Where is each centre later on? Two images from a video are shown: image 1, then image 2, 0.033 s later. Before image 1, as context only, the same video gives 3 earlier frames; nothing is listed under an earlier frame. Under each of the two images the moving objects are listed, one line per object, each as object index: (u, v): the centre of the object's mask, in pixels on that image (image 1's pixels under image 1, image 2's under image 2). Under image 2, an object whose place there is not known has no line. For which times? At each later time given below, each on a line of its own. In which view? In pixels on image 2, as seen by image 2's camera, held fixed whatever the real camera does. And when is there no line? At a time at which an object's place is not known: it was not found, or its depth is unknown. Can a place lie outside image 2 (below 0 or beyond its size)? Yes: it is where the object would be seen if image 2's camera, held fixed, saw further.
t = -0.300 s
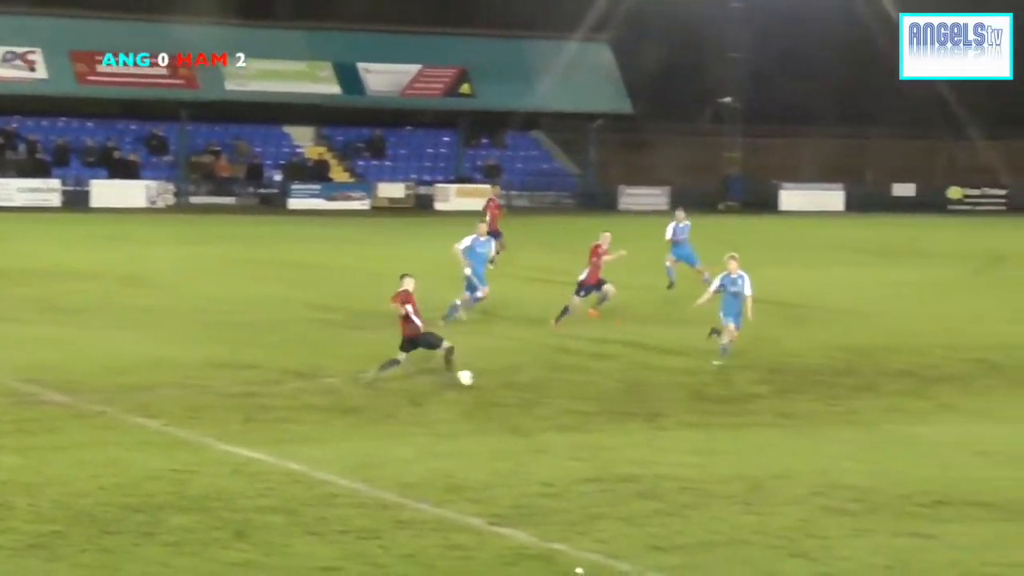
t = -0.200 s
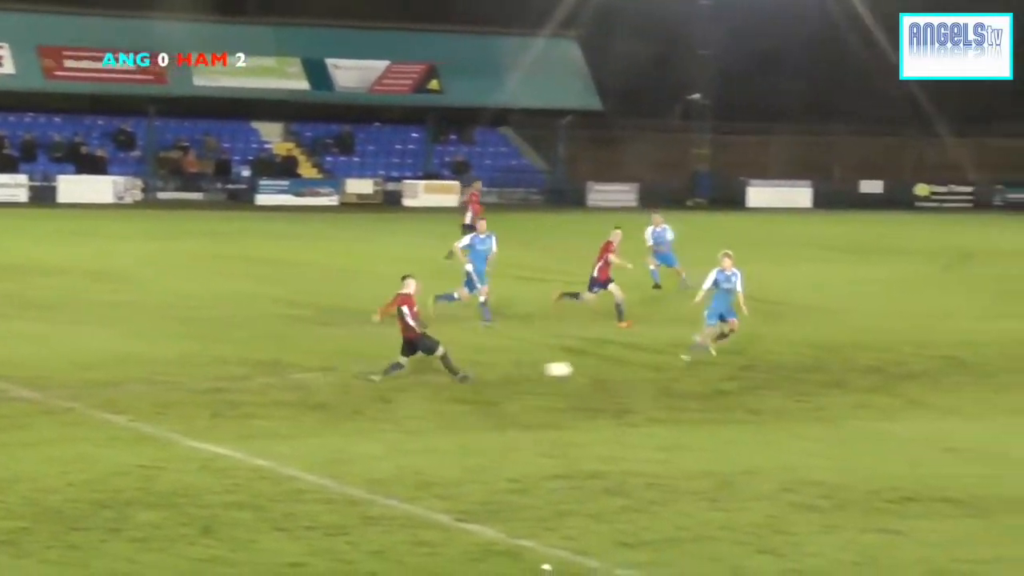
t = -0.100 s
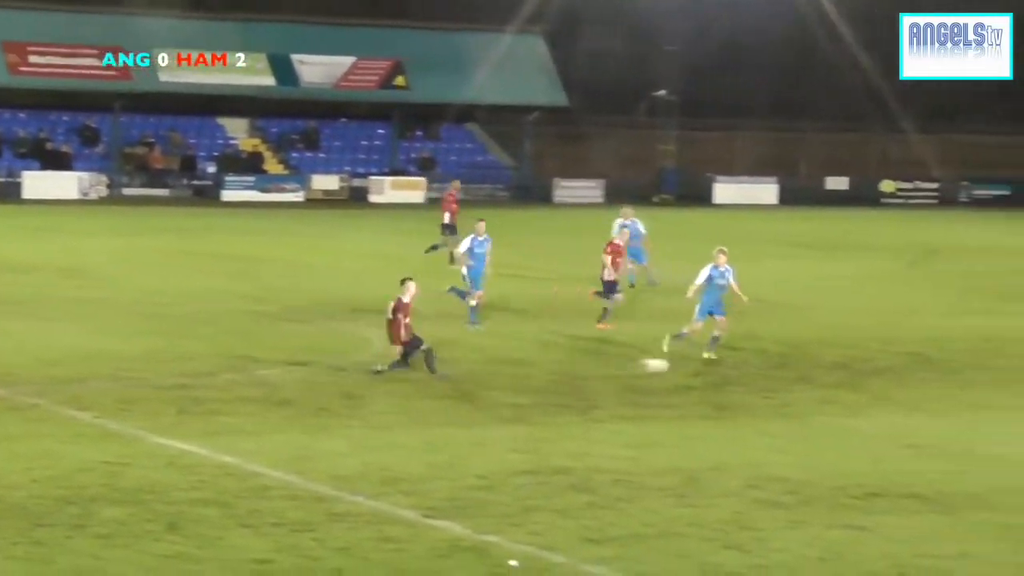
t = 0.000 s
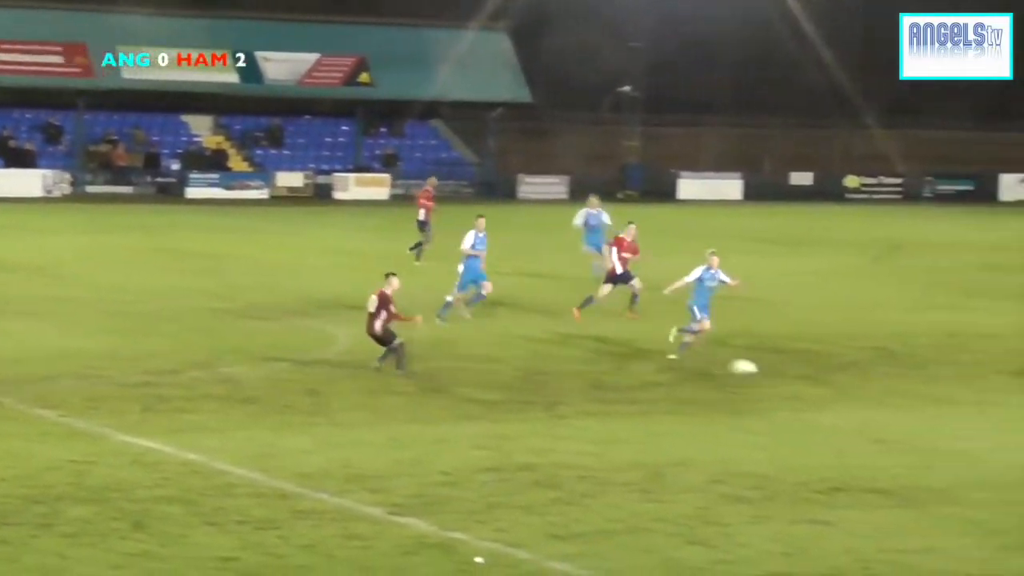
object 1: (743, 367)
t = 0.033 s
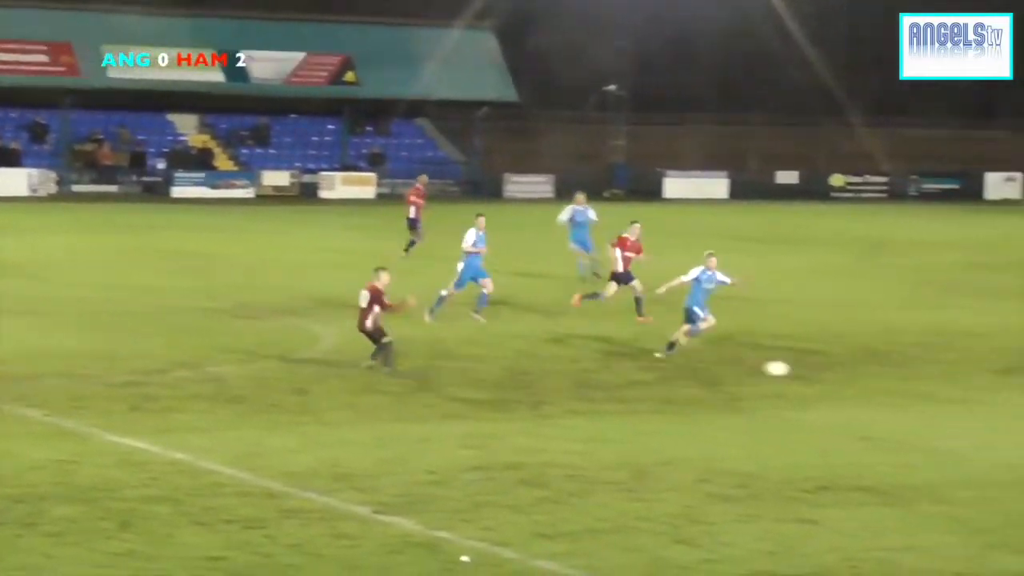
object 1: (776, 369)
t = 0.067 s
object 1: (816, 368)
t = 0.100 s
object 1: (835, 366)
